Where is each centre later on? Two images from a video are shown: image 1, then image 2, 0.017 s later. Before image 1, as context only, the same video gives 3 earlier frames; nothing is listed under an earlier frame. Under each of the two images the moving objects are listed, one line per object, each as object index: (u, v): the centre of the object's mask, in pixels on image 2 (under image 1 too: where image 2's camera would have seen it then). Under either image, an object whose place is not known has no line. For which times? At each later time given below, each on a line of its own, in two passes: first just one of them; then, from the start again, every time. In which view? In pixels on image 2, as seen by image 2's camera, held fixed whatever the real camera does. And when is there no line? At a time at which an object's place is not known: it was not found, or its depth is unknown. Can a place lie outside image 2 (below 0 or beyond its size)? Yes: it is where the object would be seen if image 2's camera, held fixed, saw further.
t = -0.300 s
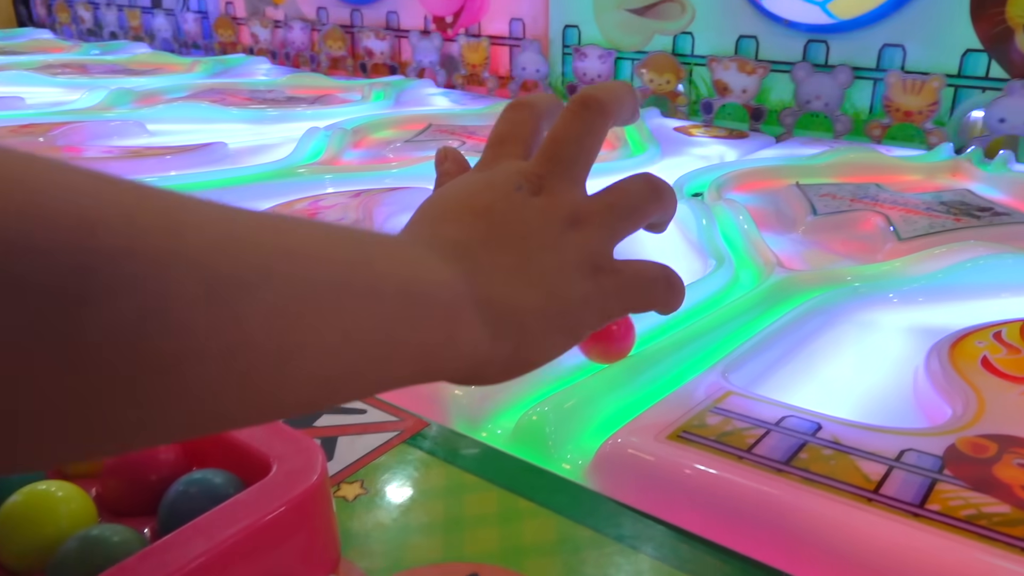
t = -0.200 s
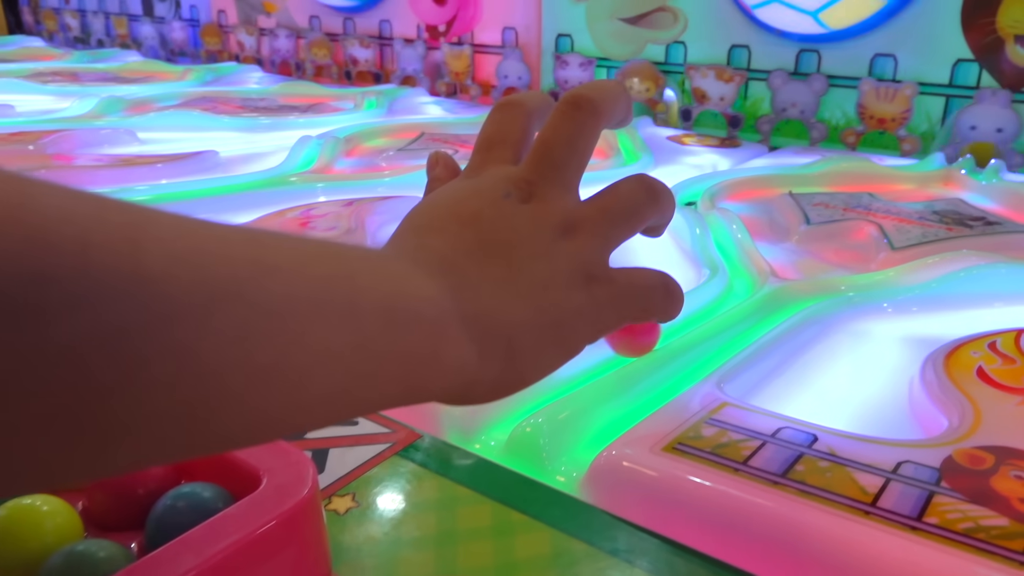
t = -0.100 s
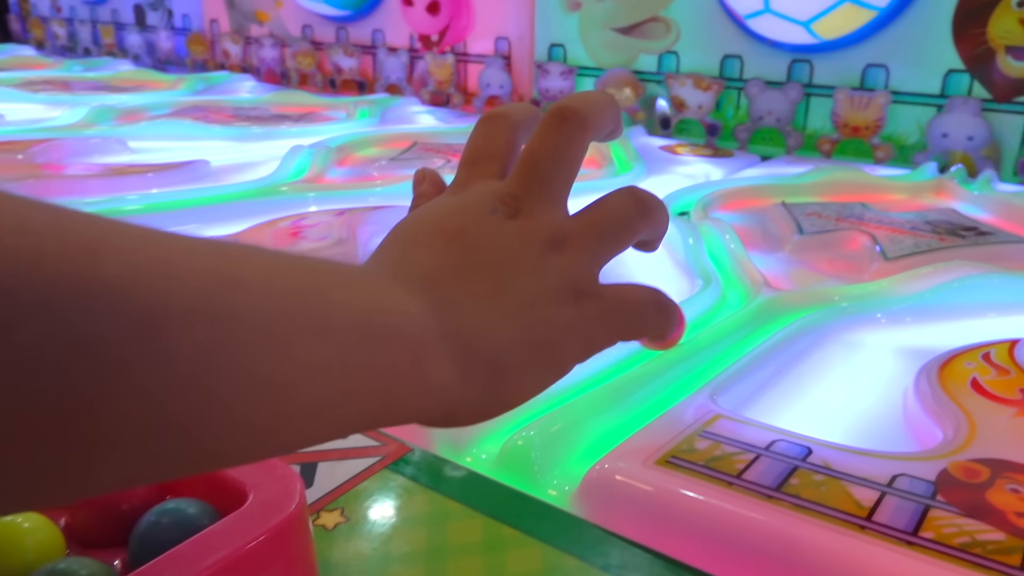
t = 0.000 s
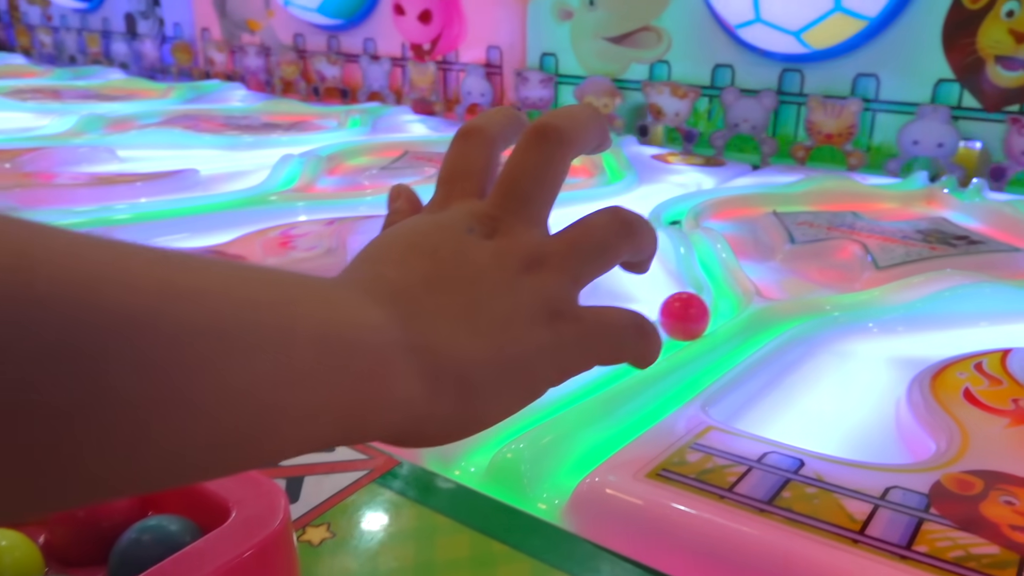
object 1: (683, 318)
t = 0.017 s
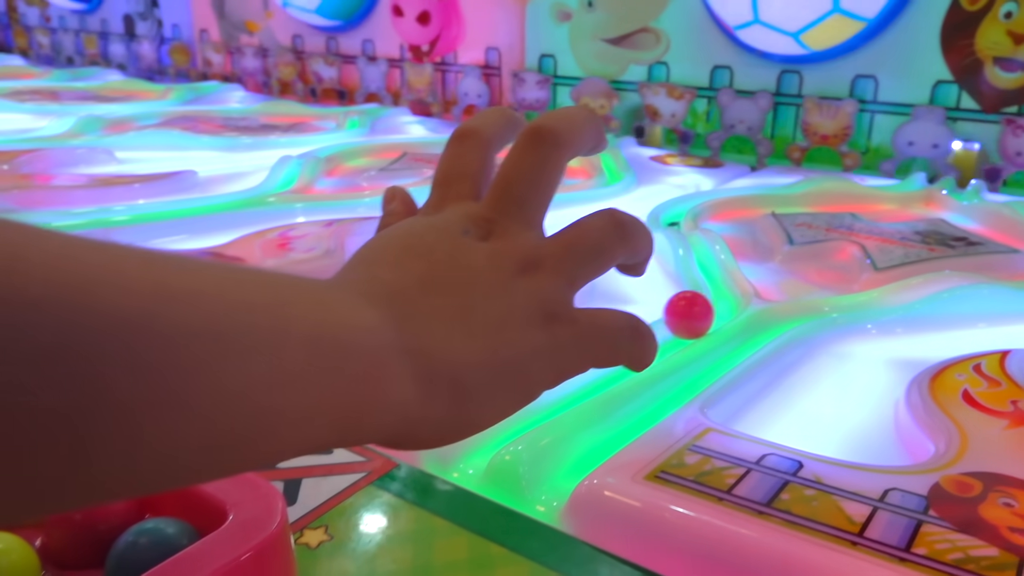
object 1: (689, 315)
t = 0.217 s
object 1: (727, 275)
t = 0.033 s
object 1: (695, 312)
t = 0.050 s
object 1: (700, 309)
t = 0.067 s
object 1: (705, 306)
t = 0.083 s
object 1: (710, 302)
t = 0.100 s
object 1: (715, 299)
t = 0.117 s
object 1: (720, 296)
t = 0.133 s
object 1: (724, 293)
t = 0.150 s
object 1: (726, 289)
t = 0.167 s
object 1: (728, 286)
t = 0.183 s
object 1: (729, 283)
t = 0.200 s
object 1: (729, 279)
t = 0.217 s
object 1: (727, 275)
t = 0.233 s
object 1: (725, 271)
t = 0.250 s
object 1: (722, 267)
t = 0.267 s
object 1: (719, 262)
